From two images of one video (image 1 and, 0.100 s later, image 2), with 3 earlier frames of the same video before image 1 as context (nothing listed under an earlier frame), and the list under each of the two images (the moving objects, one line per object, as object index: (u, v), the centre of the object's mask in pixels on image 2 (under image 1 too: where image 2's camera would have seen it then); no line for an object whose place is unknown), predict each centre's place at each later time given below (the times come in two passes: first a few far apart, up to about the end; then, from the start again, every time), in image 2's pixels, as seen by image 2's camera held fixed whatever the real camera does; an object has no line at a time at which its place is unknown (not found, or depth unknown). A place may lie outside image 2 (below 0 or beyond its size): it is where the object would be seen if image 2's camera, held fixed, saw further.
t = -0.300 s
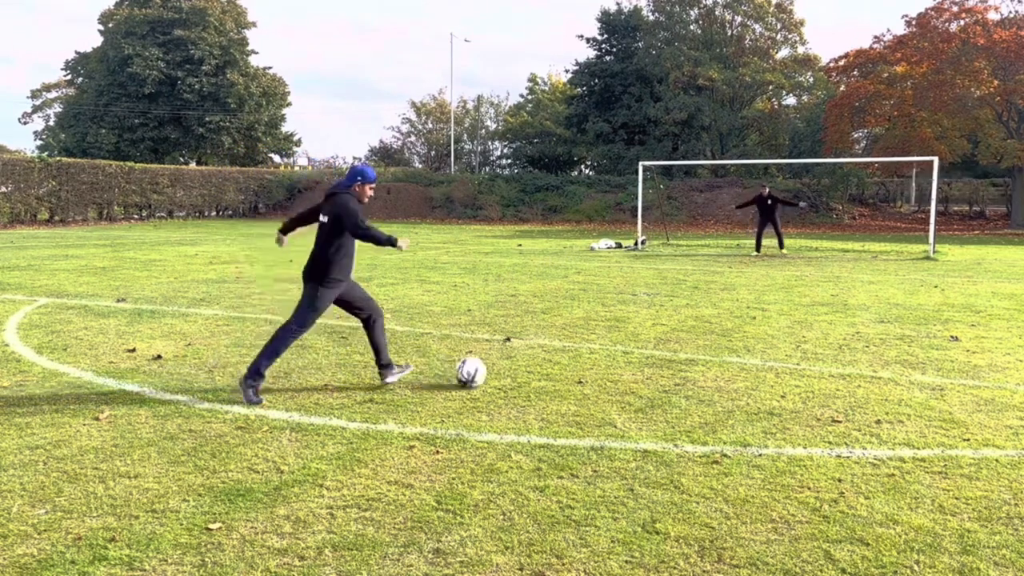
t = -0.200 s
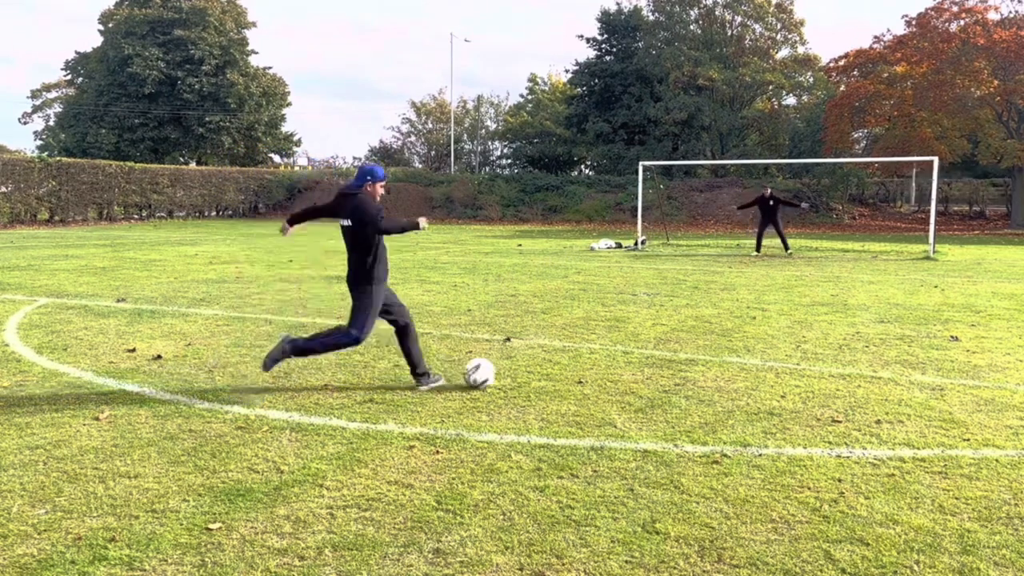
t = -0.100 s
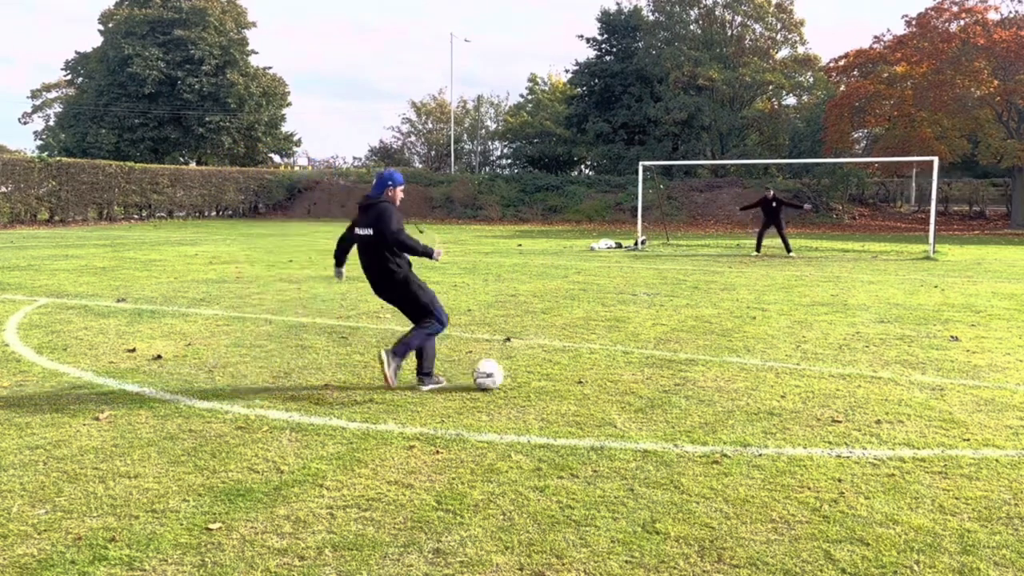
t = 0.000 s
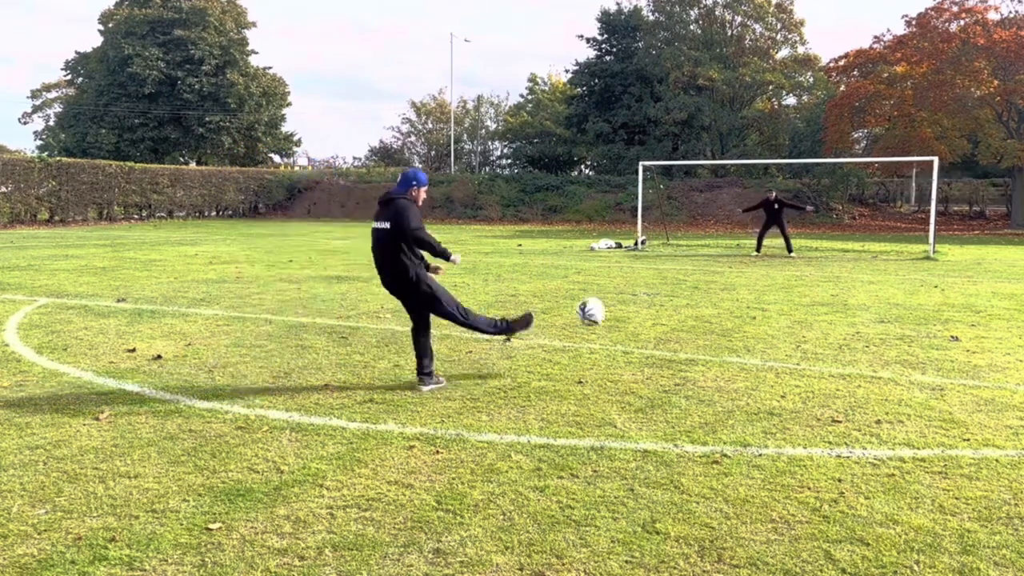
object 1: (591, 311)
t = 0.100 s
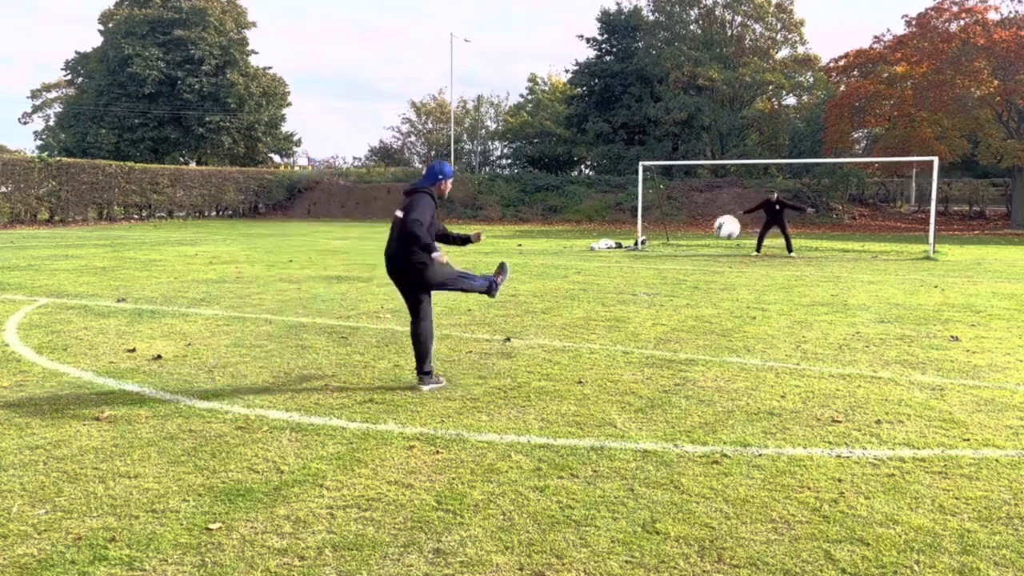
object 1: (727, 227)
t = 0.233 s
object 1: (851, 160)
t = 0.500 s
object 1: (994, 114)
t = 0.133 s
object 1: (763, 206)
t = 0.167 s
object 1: (796, 189)
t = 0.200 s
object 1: (824, 174)
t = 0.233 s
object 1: (851, 160)
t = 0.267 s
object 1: (875, 149)
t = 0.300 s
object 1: (898, 141)
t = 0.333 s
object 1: (918, 133)
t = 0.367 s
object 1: (937, 126)
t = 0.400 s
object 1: (953, 121)
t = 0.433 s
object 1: (968, 119)
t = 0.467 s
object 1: (982, 115)
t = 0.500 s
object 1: (994, 114)
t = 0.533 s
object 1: (1005, 114)
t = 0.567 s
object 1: (1015, 115)
